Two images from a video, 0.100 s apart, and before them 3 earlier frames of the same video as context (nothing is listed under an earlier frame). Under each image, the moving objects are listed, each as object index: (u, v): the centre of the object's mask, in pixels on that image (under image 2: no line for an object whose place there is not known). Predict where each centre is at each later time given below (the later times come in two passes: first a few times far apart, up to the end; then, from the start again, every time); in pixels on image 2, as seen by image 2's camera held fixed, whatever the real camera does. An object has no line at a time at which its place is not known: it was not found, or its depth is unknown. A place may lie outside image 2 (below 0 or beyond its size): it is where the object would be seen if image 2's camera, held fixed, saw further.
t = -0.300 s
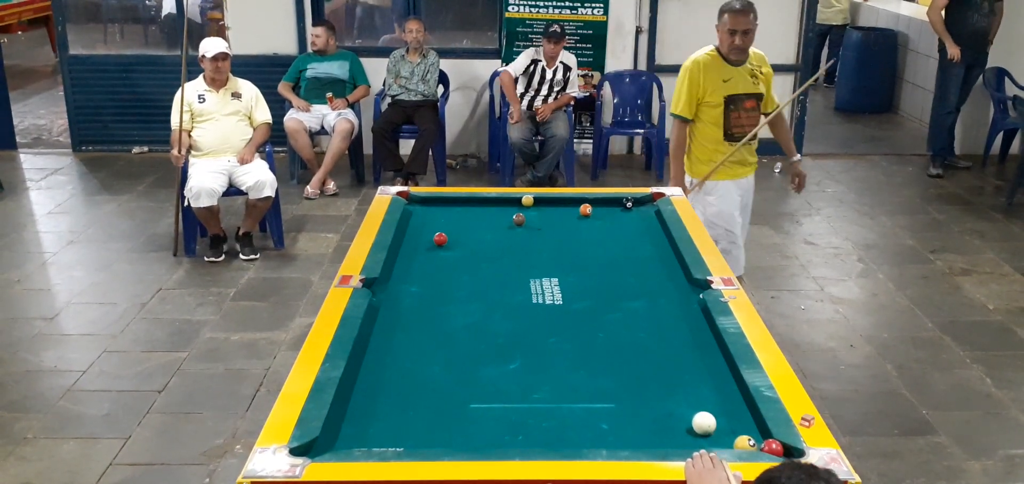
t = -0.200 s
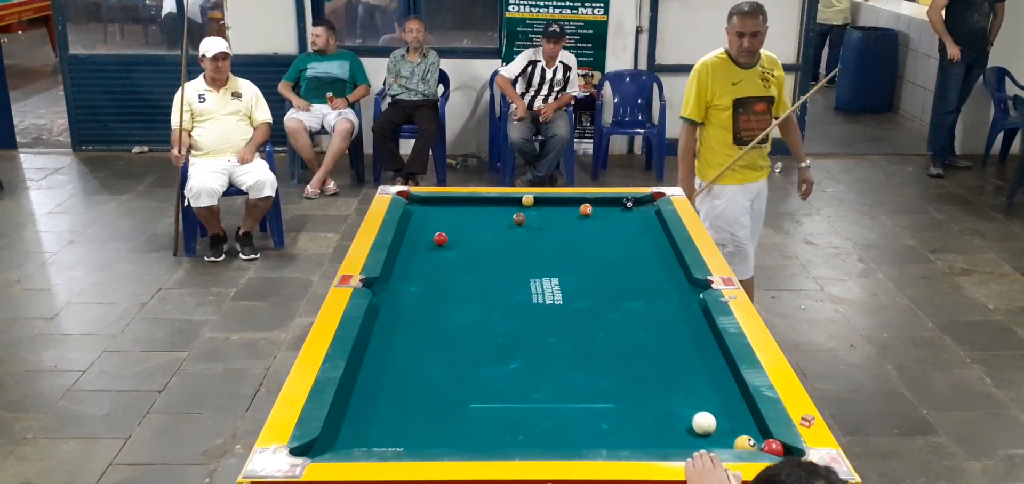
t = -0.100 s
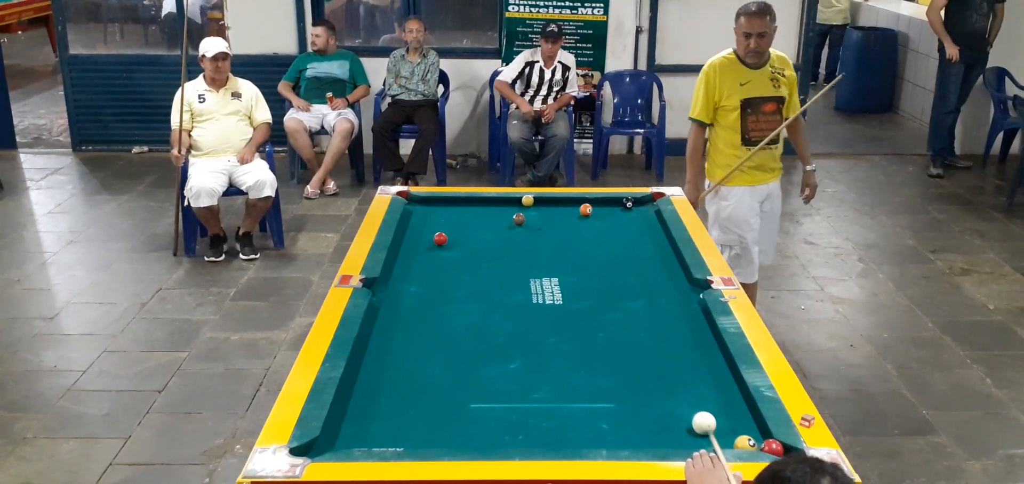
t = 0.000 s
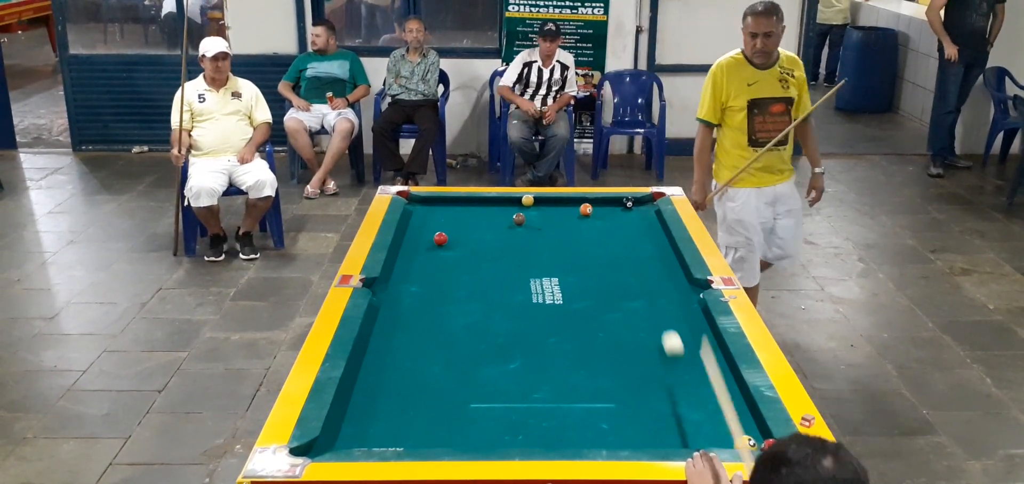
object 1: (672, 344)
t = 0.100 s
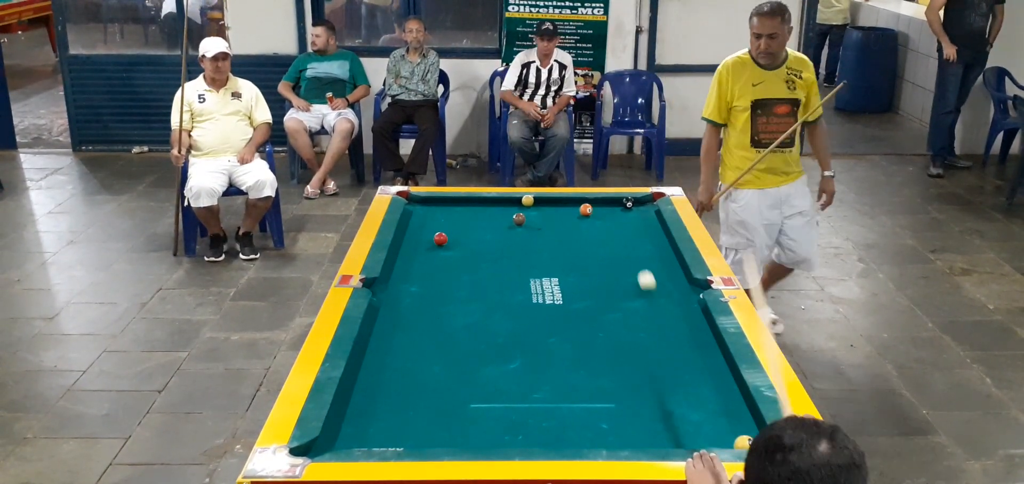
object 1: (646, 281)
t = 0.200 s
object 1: (628, 235)
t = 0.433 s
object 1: (626, 238)
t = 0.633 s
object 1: (649, 313)
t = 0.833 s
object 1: (678, 410)
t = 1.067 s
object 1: (663, 381)
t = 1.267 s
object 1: (646, 332)
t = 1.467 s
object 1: (633, 295)
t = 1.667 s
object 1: (622, 265)
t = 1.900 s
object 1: (611, 237)
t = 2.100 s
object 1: (603, 216)
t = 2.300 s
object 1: (598, 203)
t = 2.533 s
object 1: (601, 216)
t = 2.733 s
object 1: (603, 227)
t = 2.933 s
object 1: (606, 238)
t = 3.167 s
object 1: (609, 252)
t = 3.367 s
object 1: (611, 264)
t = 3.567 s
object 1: (614, 279)
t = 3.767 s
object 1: (616, 291)
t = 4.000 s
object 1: (618, 307)
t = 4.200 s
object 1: (620, 320)
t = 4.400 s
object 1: (623, 333)
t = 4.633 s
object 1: (627, 348)
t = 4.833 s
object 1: (628, 362)
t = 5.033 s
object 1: (631, 375)
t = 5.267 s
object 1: (633, 389)
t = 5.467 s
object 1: (636, 402)
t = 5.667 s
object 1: (638, 413)
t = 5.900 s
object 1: (641, 426)
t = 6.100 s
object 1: (643, 436)
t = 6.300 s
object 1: (647, 441)
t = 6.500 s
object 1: (646, 441)
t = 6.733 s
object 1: (644, 438)
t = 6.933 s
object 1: (644, 437)
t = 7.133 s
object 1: (643, 437)
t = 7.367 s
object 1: (643, 437)
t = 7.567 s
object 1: (643, 437)
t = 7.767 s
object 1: (642, 436)
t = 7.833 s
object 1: (637, 436)
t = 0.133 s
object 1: (640, 264)
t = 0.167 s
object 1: (633, 249)
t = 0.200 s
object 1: (628, 235)
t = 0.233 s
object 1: (623, 222)
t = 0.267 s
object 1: (618, 210)
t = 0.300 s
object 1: (614, 201)
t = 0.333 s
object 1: (617, 205)
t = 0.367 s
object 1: (620, 214)
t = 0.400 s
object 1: (623, 226)
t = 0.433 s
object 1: (626, 238)
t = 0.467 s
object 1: (629, 248)
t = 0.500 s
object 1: (633, 261)
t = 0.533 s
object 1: (637, 273)
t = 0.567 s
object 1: (640, 286)
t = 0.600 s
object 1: (644, 300)
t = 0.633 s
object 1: (649, 313)
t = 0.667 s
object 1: (653, 328)
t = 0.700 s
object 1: (658, 343)
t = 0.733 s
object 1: (662, 359)
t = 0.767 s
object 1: (667, 376)
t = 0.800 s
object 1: (672, 392)
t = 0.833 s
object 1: (678, 410)
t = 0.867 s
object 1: (684, 429)
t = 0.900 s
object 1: (691, 442)
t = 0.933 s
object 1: (683, 432)
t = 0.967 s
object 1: (678, 418)
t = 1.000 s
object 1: (673, 404)
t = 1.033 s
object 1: (667, 392)
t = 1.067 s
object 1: (663, 381)
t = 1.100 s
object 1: (660, 371)
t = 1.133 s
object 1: (657, 362)
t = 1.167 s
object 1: (654, 354)
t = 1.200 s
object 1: (651, 346)
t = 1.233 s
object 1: (648, 340)
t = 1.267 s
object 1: (646, 332)
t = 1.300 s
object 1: (644, 325)
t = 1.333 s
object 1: (642, 319)
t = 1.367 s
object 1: (639, 313)
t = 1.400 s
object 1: (637, 307)
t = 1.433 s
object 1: (635, 301)
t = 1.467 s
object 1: (633, 295)
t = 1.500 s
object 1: (631, 290)
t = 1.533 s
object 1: (629, 285)
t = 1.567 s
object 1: (627, 280)
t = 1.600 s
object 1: (625, 275)
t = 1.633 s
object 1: (623, 270)
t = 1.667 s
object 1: (622, 265)
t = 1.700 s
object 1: (620, 261)
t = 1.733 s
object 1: (618, 256)
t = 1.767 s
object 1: (617, 252)
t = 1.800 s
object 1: (615, 248)
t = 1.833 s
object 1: (614, 244)
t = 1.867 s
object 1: (612, 240)
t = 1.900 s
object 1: (611, 237)
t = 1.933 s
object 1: (610, 233)
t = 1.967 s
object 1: (608, 229)
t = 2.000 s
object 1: (607, 226)
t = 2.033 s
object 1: (606, 222)
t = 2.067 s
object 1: (604, 219)
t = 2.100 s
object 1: (603, 216)
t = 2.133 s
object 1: (602, 213)
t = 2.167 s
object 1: (601, 209)
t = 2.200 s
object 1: (600, 206)
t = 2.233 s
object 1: (599, 203)
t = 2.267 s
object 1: (598, 201)
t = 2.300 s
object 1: (598, 203)
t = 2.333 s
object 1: (599, 205)
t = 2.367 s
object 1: (599, 207)
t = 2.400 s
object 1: (600, 209)
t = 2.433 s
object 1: (600, 211)
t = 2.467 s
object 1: (600, 212)
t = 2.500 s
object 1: (601, 214)
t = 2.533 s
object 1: (601, 216)
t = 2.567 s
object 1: (601, 218)
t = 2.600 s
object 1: (602, 220)
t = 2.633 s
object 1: (602, 221)
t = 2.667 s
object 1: (603, 223)
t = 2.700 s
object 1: (603, 225)
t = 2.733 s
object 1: (603, 227)
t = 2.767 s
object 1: (604, 229)
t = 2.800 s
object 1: (604, 231)
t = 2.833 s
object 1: (605, 233)
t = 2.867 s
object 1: (605, 234)
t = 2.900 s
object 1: (605, 236)
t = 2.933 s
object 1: (606, 238)
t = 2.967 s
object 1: (606, 240)
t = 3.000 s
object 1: (606, 242)
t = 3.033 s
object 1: (607, 244)
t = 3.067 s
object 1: (607, 246)
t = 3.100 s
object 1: (608, 248)
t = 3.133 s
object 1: (608, 250)
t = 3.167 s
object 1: (609, 252)
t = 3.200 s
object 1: (609, 254)
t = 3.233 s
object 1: (609, 256)
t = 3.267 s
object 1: (610, 258)
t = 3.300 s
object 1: (610, 260)
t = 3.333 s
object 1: (611, 262)
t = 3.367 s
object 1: (611, 264)
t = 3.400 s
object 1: (611, 266)
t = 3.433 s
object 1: (612, 268)
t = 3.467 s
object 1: (613, 272)
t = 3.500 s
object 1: (613, 274)
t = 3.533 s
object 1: (613, 276)
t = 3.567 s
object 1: (614, 279)
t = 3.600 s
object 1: (614, 281)
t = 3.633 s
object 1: (614, 283)
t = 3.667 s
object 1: (615, 285)
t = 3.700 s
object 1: (615, 287)
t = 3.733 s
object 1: (616, 289)
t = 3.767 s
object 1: (616, 291)
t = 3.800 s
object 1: (616, 293)
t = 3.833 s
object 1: (616, 296)
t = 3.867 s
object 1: (617, 298)
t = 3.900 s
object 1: (617, 300)
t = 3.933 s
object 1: (617, 302)
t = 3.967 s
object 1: (617, 305)
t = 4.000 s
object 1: (618, 307)
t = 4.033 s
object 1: (618, 309)
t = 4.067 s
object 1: (619, 311)
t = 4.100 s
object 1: (619, 313)
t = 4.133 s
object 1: (620, 315)
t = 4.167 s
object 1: (620, 317)
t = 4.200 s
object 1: (620, 320)
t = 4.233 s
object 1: (621, 322)
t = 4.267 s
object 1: (621, 324)
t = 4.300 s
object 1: (622, 326)
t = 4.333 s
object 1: (622, 329)
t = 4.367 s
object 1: (623, 331)
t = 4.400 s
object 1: (623, 333)
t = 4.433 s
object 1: (624, 335)
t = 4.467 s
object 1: (624, 338)
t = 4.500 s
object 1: (624, 340)
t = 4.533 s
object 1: (625, 342)
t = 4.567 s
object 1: (626, 344)
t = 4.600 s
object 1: (627, 346)
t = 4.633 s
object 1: (627, 348)
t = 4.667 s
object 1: (627, 351)
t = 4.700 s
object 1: (627, 353)
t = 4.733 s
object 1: (628, 355)
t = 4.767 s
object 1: (627, 357)
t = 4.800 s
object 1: (628, 359)
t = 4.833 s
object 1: (628, 362)
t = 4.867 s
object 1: (629, 364)
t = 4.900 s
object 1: (629, 366)
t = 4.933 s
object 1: (630, 368)
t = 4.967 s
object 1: (630, 370)
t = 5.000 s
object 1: (631, 372)
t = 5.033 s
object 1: (631, 375)
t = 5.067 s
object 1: (631, 377)
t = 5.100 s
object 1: (632, 379)
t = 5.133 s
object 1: (632, 381)
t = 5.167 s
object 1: (632, 383)
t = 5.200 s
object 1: (633, 385)
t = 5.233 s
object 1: (633, 387)
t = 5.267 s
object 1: (633, 389)
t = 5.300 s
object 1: (634, 392)
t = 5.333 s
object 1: (634, 394)
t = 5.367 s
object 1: (634, 396)
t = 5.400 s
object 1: (635, 398)
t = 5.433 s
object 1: (635, 400)
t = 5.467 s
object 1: (636, 402)
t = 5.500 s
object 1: (636, 404)
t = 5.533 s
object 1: (636, 406)
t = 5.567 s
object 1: (637, 408)
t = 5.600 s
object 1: (637, 410)
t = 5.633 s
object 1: (637, 412)
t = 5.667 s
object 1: (638, 413)
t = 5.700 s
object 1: (638, 415)
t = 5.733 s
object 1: (639, 417)
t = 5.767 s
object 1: (639, 419)
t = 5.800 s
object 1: (640, 421)
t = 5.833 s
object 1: (640, 423)
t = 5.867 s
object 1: (640, 425)
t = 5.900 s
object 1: (641, 426)
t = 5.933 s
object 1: (641, 428)
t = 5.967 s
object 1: (641, 430)
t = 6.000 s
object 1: (642, 431)
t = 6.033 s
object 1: (642, 433)
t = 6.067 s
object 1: (643, 435)
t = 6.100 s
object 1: (643, 436)
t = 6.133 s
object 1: (644, 437)
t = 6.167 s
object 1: (644, 438)
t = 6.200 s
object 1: (645, 439)
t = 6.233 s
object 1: (645, 439)
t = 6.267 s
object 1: (646, 441)
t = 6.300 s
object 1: (647, 441)
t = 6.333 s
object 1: (648, 442)
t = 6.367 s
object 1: (648, 442)
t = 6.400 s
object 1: (648, 442)
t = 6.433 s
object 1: (647, 441)
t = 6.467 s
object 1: (647, 441)
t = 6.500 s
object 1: (646, 441)
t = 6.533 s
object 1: (645, 441)
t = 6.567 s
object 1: (645, 440)
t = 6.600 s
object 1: (645, 439)
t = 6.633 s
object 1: (645, 439)
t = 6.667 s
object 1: (645, 439)
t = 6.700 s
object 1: (644, 438)
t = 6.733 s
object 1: (644, 438)
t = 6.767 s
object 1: (643, 438)
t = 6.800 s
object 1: (643, 438)
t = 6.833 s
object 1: (643, 438)
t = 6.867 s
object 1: (643, 438)
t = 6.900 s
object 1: (643, 437)
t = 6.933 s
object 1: (644, 437)
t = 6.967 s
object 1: (643, 437)
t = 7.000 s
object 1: (643, 437)
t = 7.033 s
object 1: (643, 437)
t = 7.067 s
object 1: (643, 437)
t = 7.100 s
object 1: (643, 437)
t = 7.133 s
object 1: (643, 437)
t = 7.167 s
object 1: (643, 437)
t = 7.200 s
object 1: (643, 437)
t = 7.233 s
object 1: (643, 436)
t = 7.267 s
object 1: (643, 437)
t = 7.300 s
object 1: (643, 437)
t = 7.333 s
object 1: (643, 437)
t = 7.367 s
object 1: (643, 437)
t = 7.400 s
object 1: (643, 437)
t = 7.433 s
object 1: (643, 437)
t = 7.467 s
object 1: (643, 437)
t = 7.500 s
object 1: (643, 437)
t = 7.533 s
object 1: (643, 437)
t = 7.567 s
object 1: (643, 437)
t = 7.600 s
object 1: (643, 437)
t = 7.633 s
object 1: (643, 437)
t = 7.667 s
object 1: (643, 437)
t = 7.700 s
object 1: (643, 437)
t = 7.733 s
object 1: (642, 437)
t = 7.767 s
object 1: (642, 436)
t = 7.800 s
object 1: (641, 436)
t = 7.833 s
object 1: (637, 436)
